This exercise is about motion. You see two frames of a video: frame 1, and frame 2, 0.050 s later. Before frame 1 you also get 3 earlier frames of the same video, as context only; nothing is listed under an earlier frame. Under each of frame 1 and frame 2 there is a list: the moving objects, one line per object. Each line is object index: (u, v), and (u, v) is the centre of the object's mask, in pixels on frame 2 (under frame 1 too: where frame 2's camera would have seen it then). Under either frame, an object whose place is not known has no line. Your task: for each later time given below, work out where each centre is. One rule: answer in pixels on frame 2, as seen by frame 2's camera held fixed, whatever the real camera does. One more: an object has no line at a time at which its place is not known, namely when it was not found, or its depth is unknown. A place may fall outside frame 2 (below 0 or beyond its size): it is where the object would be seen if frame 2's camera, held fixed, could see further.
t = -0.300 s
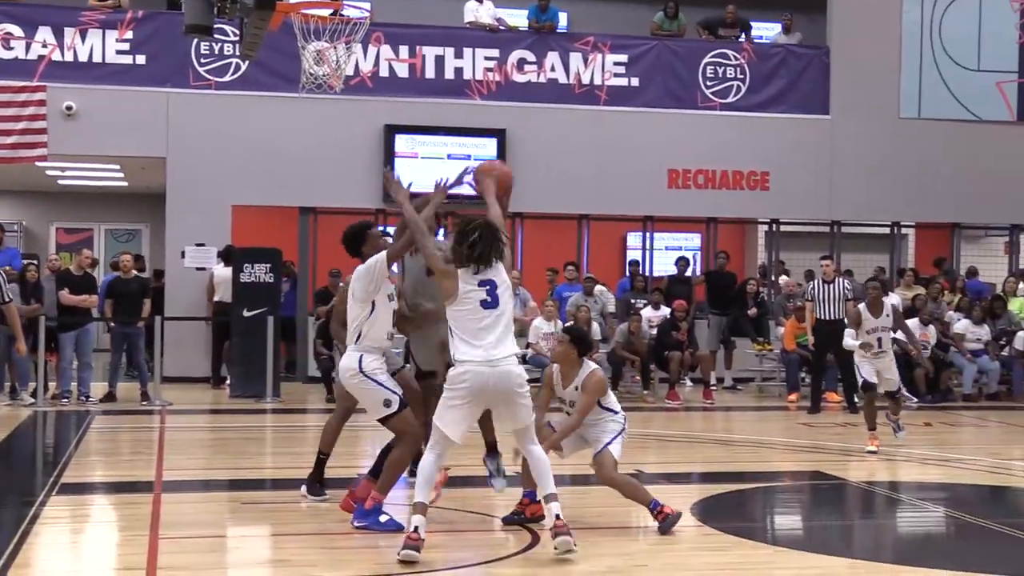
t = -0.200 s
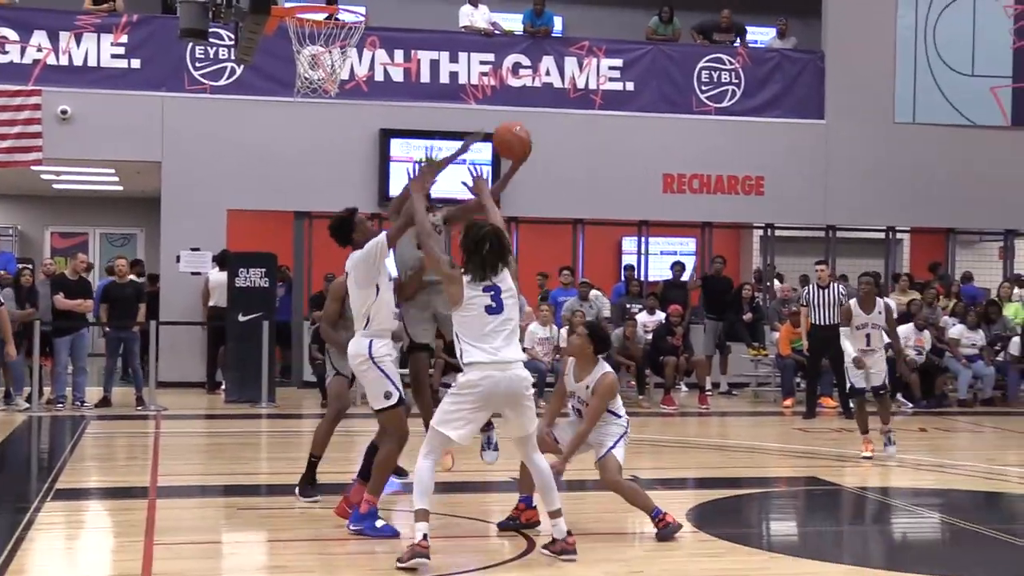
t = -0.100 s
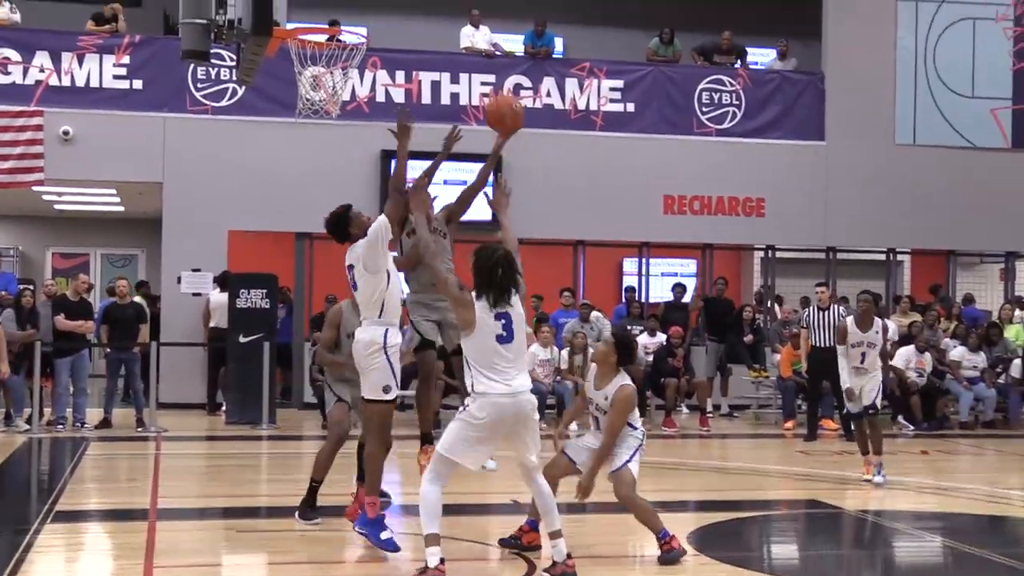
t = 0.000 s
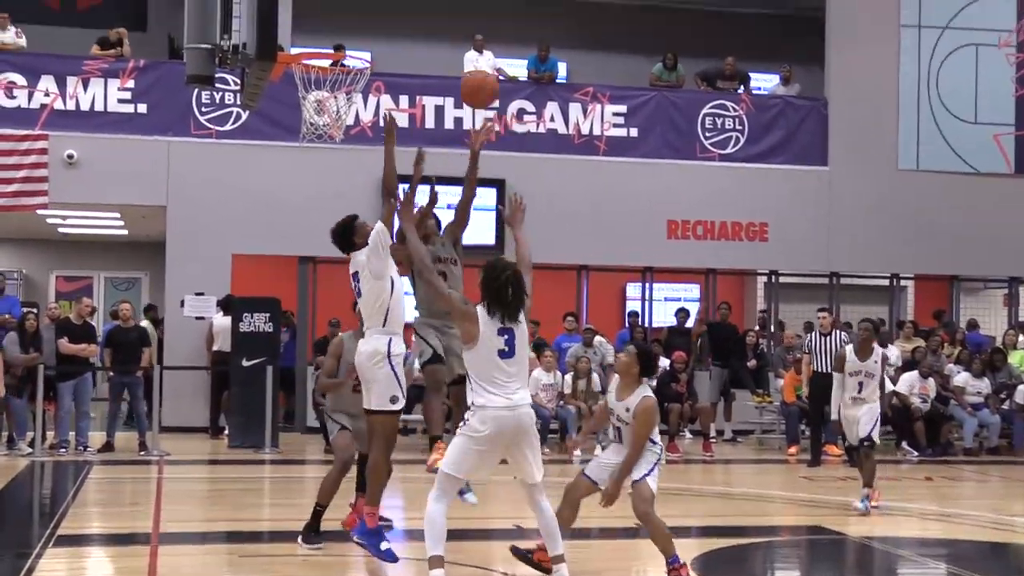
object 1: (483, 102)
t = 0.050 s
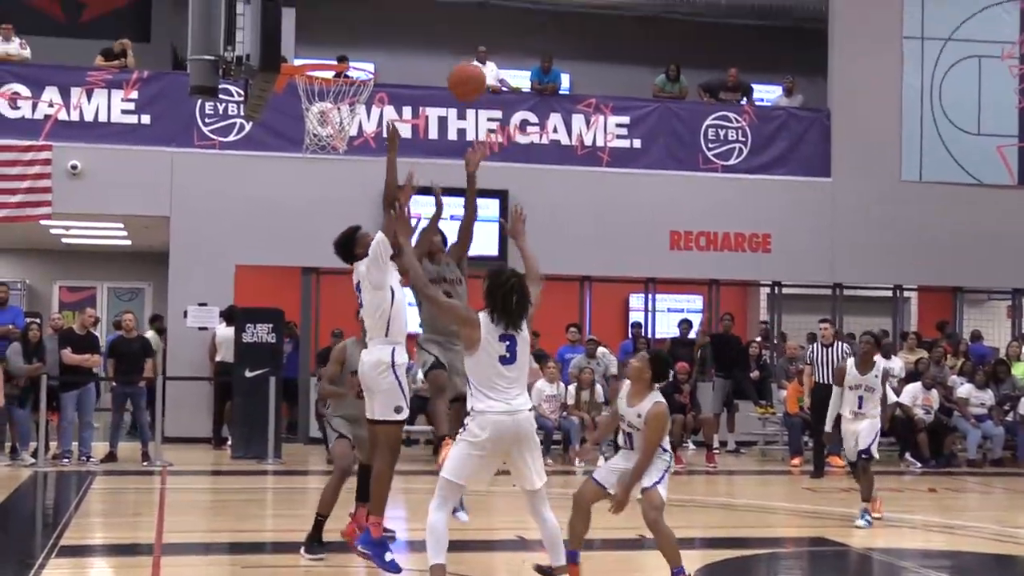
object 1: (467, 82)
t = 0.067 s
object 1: (461, 75)
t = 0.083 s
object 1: (454, 70)
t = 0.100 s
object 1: (449, 65)
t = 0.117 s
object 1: (443, 60)
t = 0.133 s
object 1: (437, 56)
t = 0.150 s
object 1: (432, 53)
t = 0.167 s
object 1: (427, 48)
